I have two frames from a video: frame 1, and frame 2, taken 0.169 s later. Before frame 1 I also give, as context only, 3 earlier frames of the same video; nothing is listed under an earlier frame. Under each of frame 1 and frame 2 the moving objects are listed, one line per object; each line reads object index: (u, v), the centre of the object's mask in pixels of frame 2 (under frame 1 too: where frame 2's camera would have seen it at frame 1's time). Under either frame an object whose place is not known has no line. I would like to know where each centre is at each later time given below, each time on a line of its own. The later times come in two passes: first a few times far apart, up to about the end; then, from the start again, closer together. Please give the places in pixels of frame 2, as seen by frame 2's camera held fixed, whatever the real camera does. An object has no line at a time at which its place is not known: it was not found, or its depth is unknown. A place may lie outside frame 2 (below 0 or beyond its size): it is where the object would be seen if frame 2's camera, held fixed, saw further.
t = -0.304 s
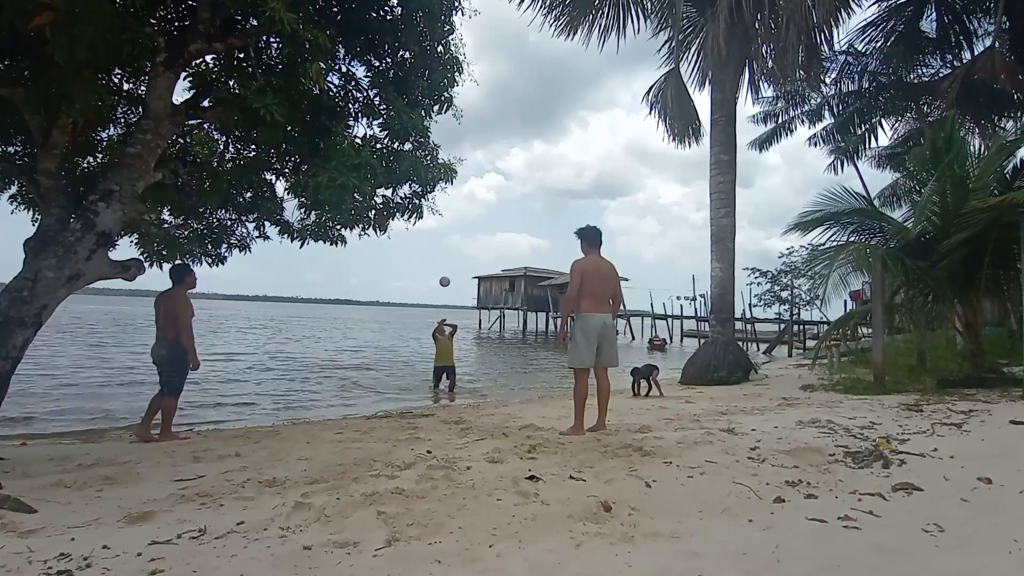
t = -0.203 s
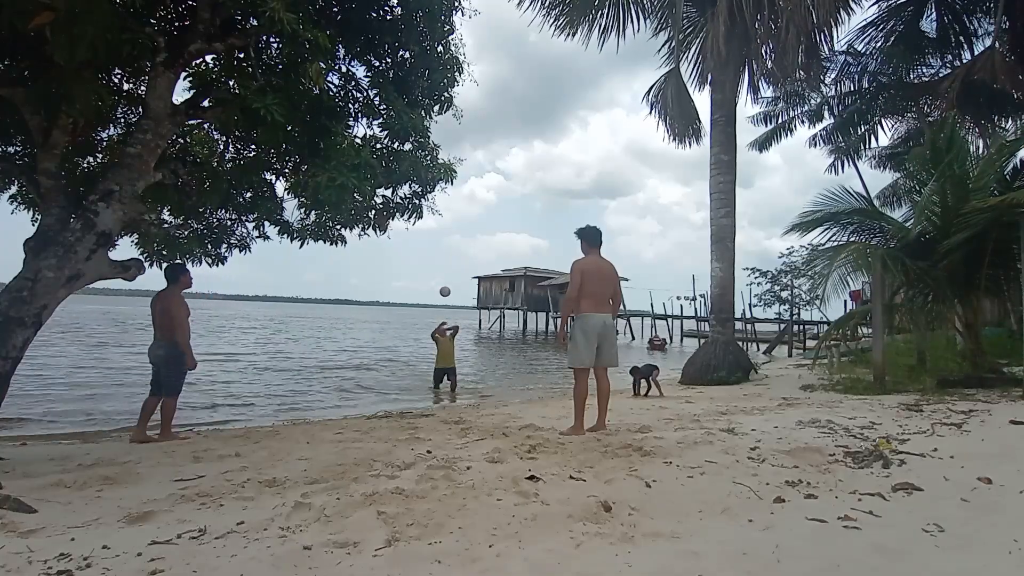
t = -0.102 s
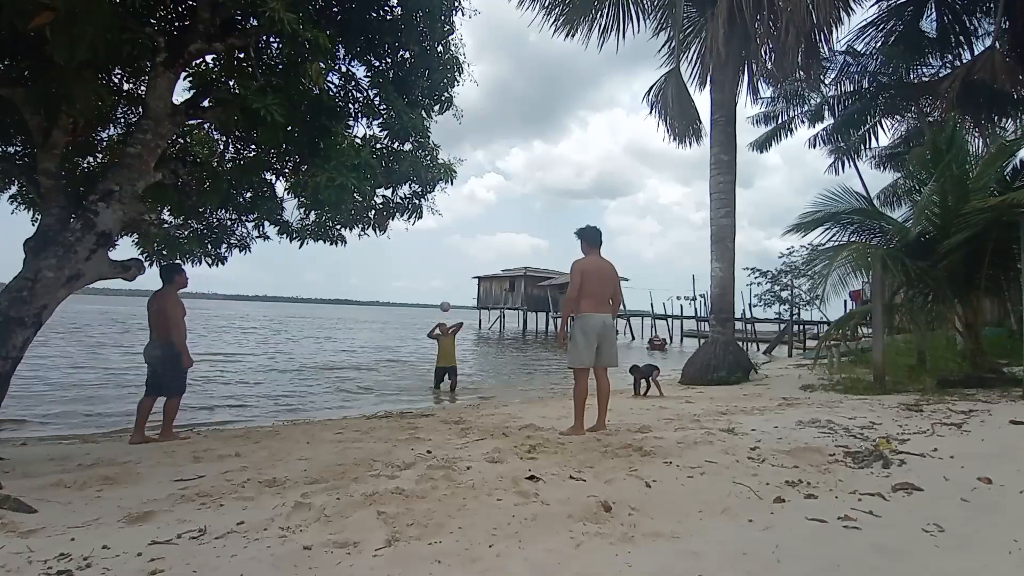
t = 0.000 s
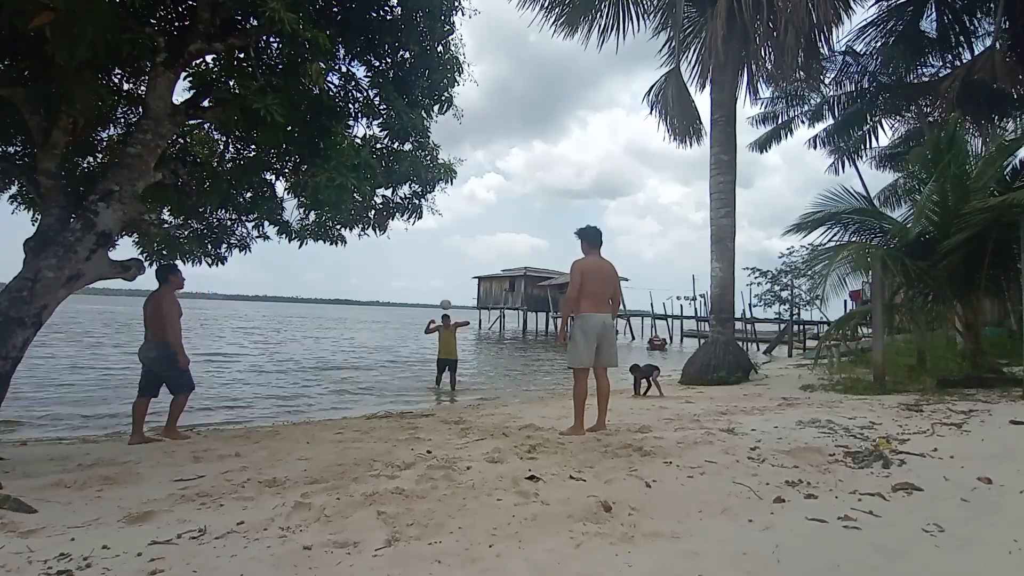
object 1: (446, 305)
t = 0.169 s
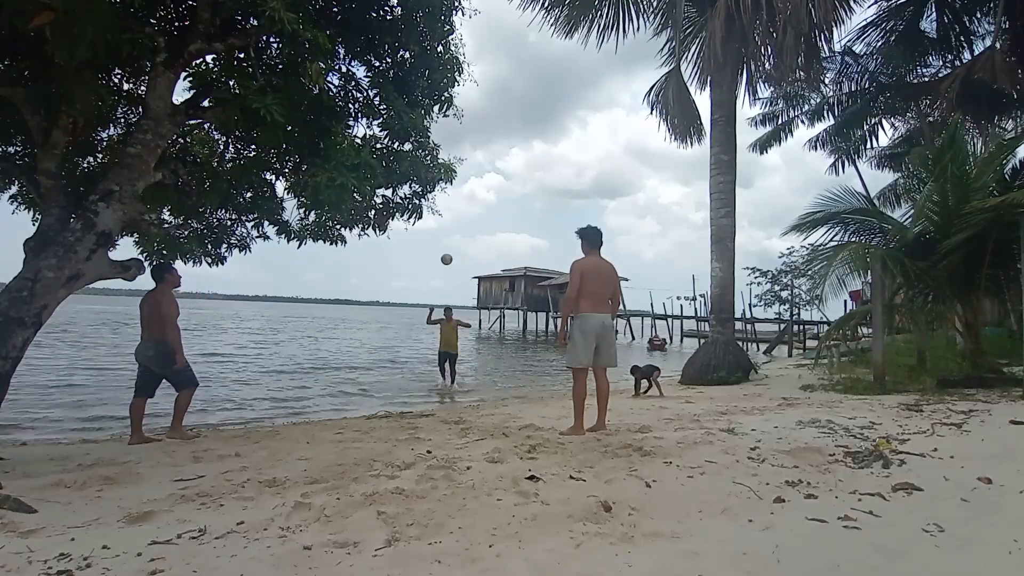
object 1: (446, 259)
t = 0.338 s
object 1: (447, 224)
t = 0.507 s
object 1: (447, 201)
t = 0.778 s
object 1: (445, 199)
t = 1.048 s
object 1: (438, 262)
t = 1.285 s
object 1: (427, 408)
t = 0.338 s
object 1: (447, 224)
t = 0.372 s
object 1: (447, 218)
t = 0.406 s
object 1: (447, 213)
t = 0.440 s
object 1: (447, 209)
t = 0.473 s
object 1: (447, 205)
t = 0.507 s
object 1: (447, 201)
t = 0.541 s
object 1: (447, 199)
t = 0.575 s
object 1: (447, 197)
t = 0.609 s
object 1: (447, 195)
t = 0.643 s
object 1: (446, 194)
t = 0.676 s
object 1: (446, 194)
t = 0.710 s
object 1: (446, 195)
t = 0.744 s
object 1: (445, 197)
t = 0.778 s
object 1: (445, 199)
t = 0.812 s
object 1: (444, 203)
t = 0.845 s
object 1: (444, 208)
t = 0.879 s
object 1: (443, 213)
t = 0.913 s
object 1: (442, 220)
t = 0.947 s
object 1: (441, 228)
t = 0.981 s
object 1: (440, 238)
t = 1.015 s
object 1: (439, 249)
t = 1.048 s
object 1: (438, 262)
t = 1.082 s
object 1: (437, 276)
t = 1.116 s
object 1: (435, 292)
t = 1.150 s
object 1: (434, 311)
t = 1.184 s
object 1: (432, 331)
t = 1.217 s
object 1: (431, 354)
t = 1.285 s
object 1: (427, 408)
